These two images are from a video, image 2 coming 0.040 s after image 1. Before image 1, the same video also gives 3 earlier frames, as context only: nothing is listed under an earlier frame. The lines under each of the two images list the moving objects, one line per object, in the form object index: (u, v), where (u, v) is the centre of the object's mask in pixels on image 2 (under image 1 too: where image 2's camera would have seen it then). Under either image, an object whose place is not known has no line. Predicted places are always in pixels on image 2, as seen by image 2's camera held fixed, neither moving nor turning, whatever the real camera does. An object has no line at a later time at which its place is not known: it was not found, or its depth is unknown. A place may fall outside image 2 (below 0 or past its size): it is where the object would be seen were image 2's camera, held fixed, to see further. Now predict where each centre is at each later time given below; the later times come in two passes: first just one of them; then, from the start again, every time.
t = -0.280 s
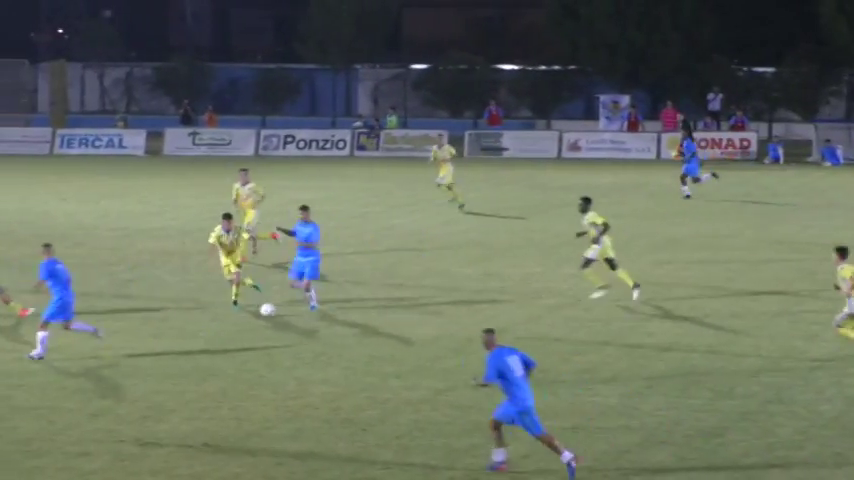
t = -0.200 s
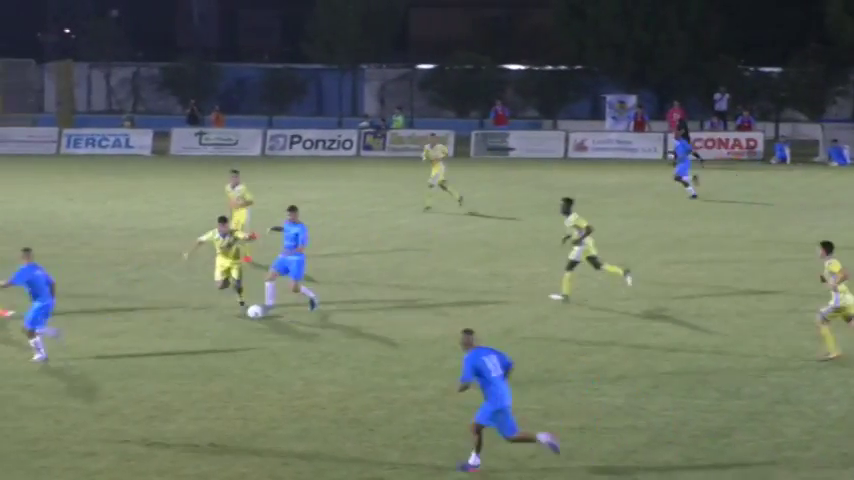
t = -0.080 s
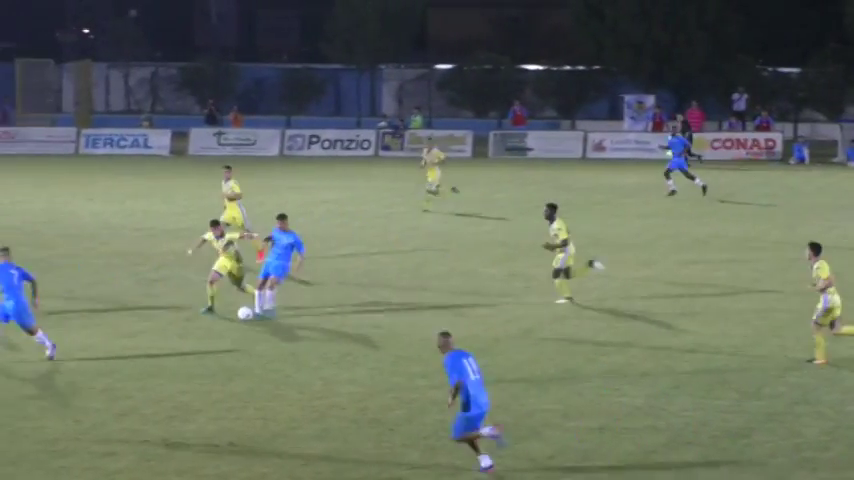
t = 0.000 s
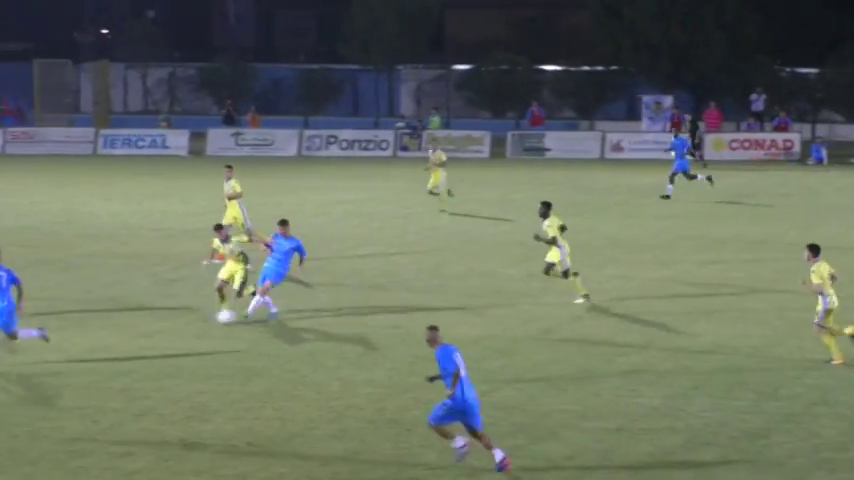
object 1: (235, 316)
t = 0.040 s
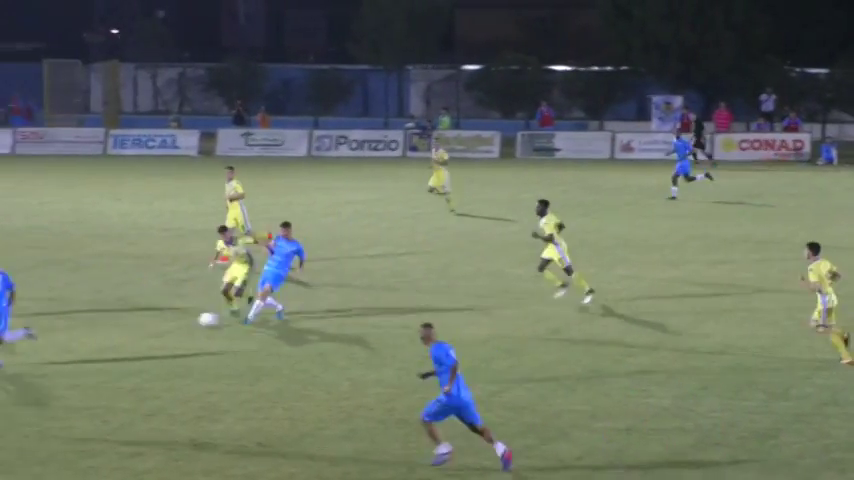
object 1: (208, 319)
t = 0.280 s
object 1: (47, 334)
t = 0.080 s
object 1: (181, 322)
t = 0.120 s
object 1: (154, 325)
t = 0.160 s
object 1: (126, 327)
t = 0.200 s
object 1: (100, 329)
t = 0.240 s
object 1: (73, 331)
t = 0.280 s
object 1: (47, 334)
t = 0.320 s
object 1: (22, 336)
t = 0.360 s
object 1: (-3, 339)
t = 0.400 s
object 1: (-27, 342)
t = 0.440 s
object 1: (-51, 343)
